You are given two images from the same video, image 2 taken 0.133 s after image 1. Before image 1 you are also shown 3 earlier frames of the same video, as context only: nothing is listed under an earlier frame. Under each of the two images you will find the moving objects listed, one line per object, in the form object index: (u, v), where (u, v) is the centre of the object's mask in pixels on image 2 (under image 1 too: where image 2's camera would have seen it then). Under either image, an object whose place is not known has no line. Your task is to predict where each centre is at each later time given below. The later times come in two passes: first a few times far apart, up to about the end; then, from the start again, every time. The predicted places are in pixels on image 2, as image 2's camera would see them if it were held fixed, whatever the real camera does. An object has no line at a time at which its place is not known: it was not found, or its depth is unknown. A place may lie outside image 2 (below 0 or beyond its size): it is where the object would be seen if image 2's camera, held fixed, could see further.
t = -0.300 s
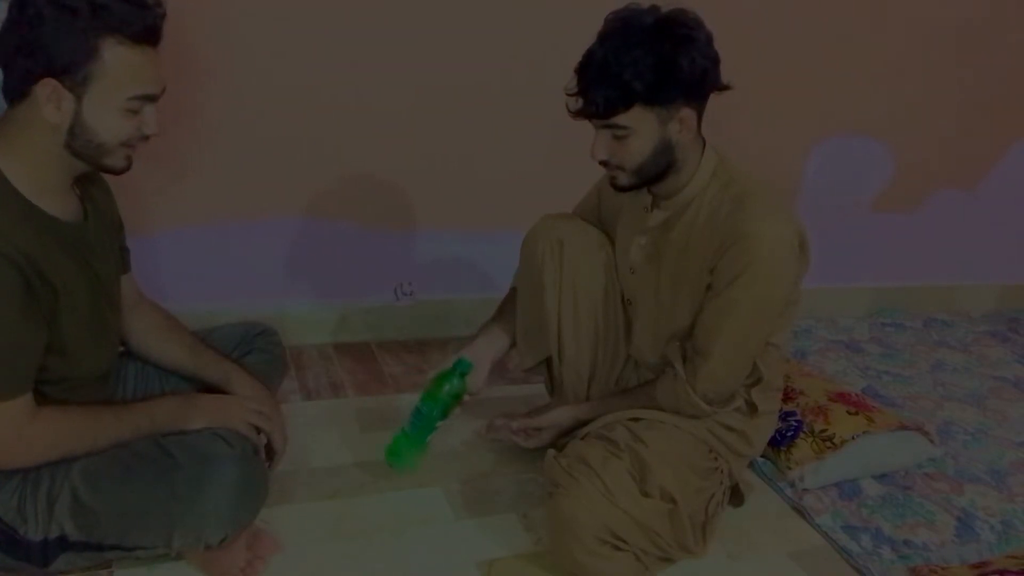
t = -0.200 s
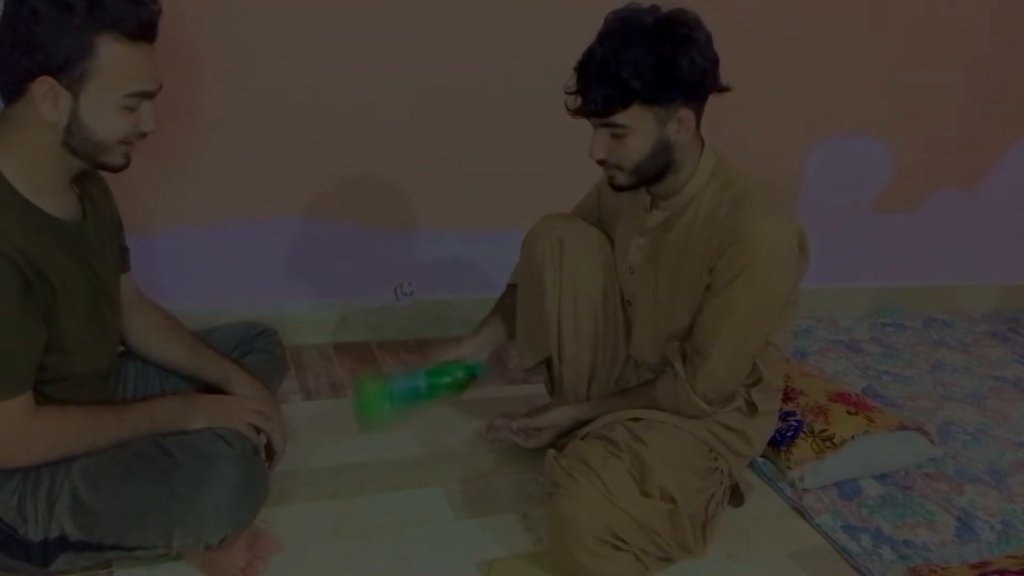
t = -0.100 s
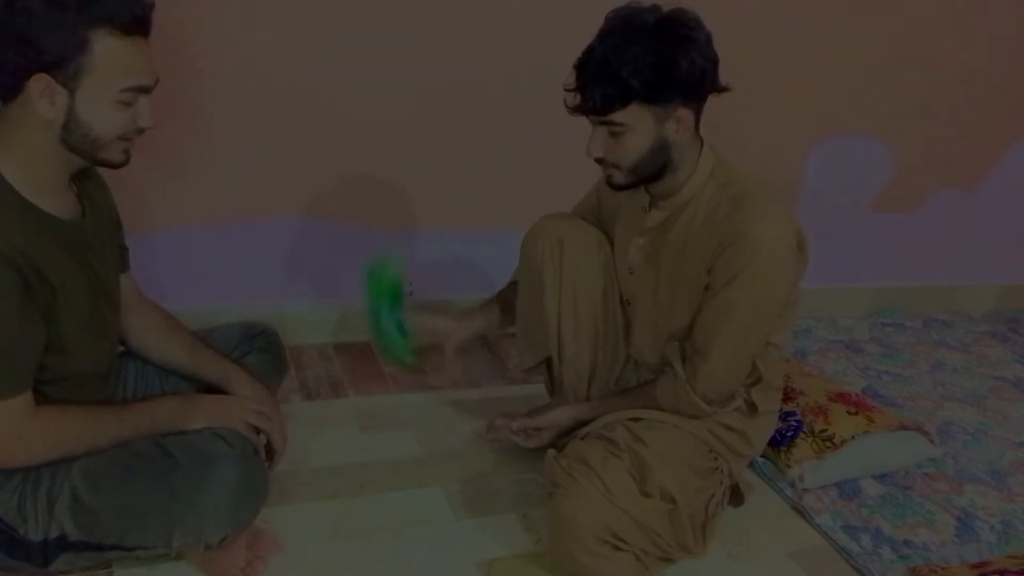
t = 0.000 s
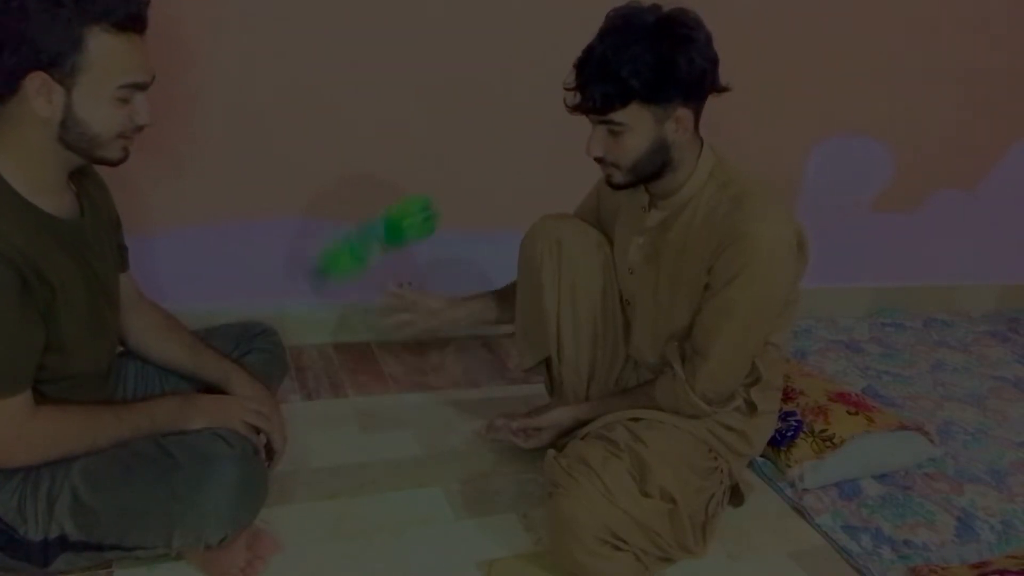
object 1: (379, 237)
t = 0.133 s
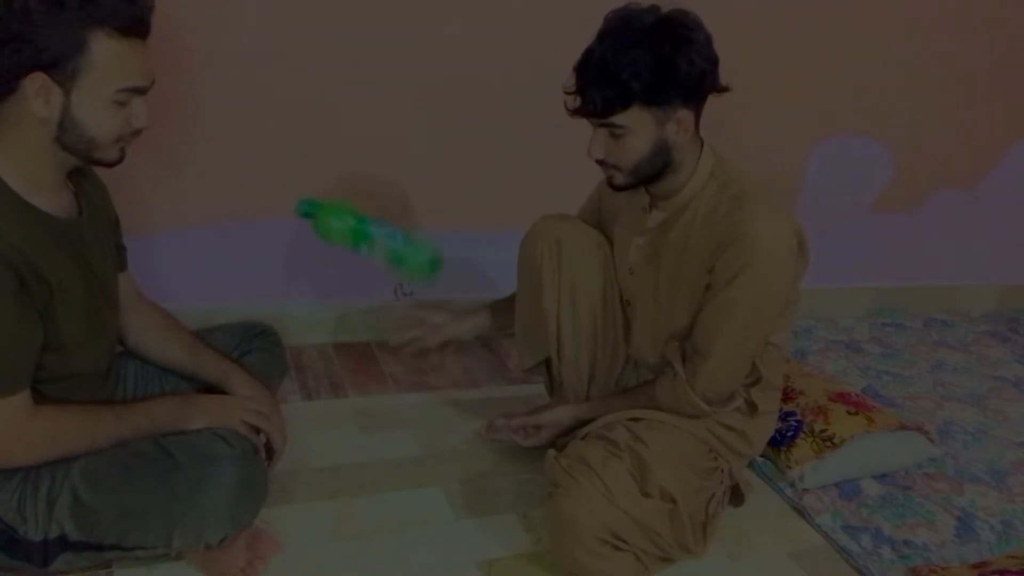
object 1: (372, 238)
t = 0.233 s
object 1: (379, 314)
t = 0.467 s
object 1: (396, 515)
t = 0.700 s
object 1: (396, 539)
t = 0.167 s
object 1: (375, 256)
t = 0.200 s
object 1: (378, 282)
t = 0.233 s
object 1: (379, 314)
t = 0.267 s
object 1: (381, 349)
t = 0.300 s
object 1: (380, 386)
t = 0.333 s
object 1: (375, 440)
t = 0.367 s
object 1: (381, 475)
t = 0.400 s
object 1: (382, 497)
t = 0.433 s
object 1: (394, 512)
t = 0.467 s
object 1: (396, 515)
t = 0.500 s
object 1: (398, 519)
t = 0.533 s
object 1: (398, 524)
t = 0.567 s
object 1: (397, 527)
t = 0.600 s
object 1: (397, 531)
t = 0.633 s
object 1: (397, 535)
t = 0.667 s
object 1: (397, 537)
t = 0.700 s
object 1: (396, 539)
